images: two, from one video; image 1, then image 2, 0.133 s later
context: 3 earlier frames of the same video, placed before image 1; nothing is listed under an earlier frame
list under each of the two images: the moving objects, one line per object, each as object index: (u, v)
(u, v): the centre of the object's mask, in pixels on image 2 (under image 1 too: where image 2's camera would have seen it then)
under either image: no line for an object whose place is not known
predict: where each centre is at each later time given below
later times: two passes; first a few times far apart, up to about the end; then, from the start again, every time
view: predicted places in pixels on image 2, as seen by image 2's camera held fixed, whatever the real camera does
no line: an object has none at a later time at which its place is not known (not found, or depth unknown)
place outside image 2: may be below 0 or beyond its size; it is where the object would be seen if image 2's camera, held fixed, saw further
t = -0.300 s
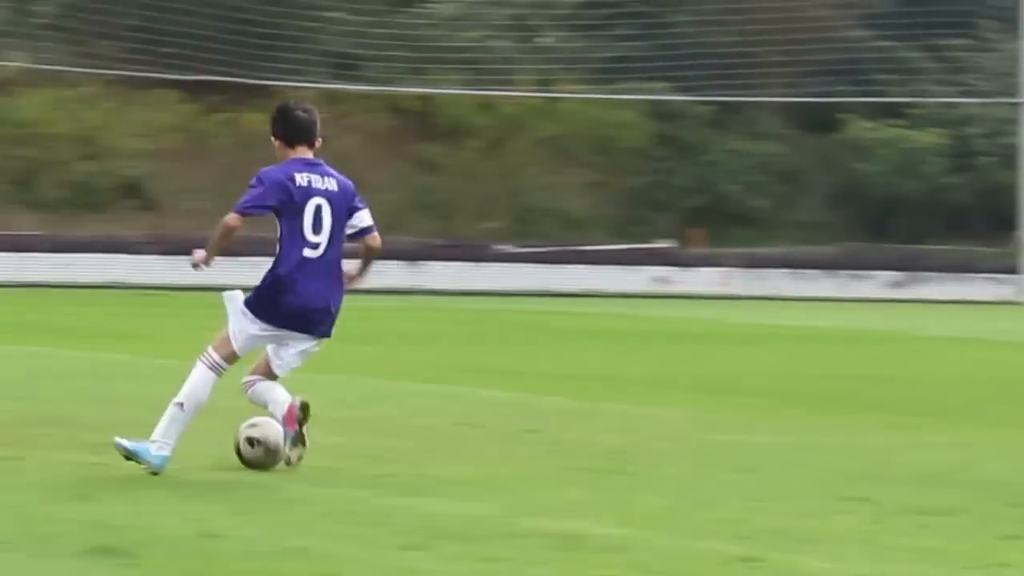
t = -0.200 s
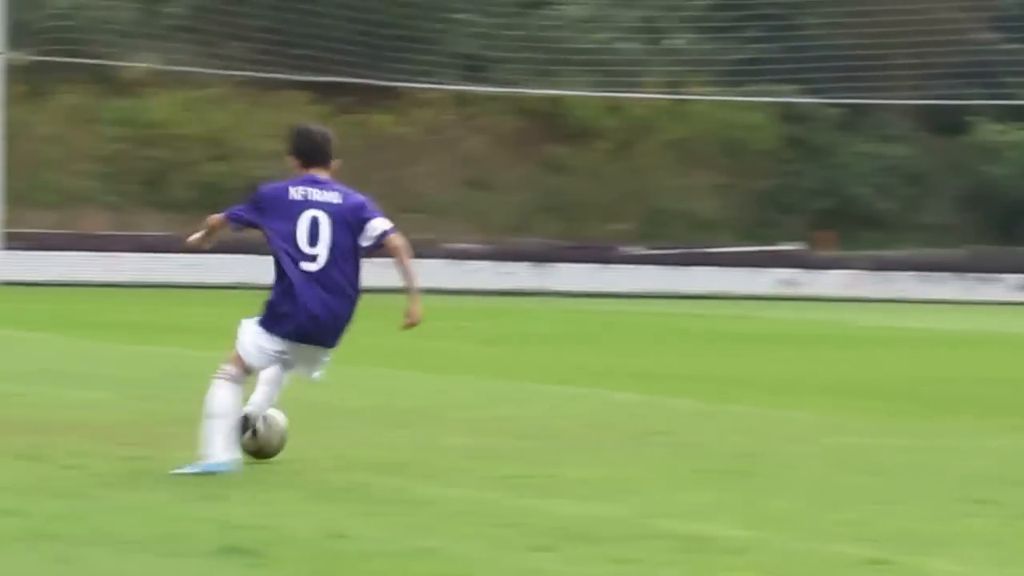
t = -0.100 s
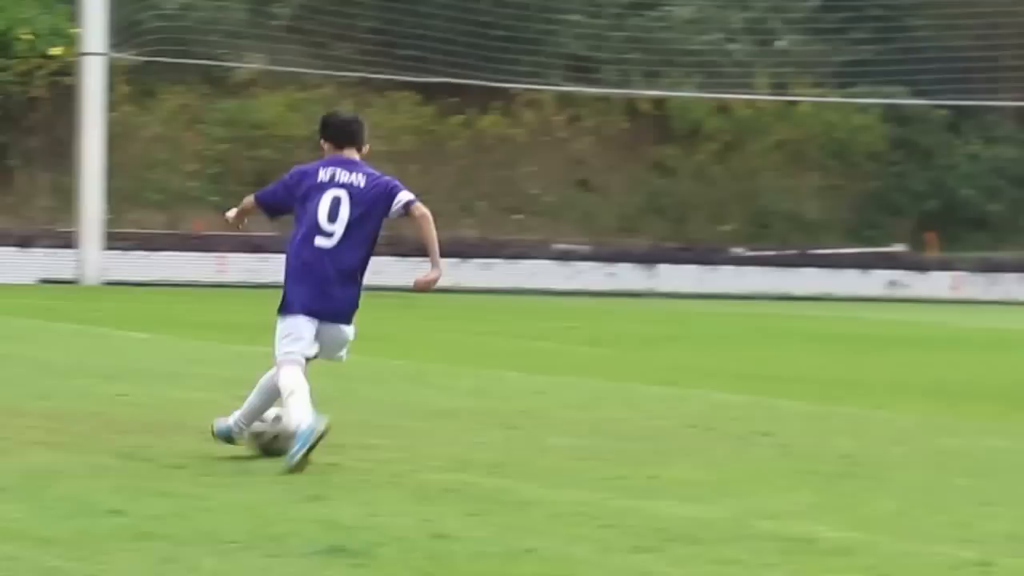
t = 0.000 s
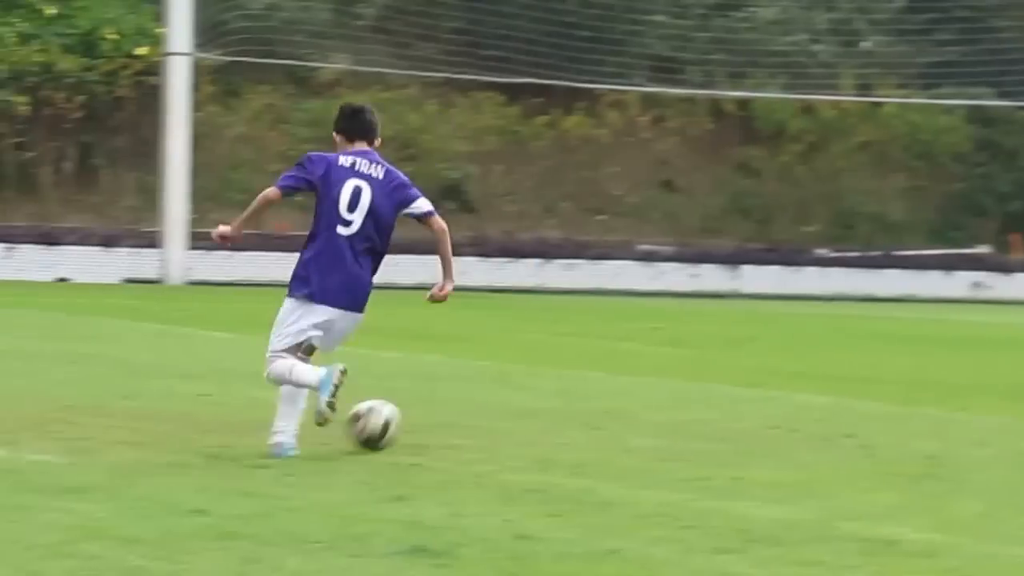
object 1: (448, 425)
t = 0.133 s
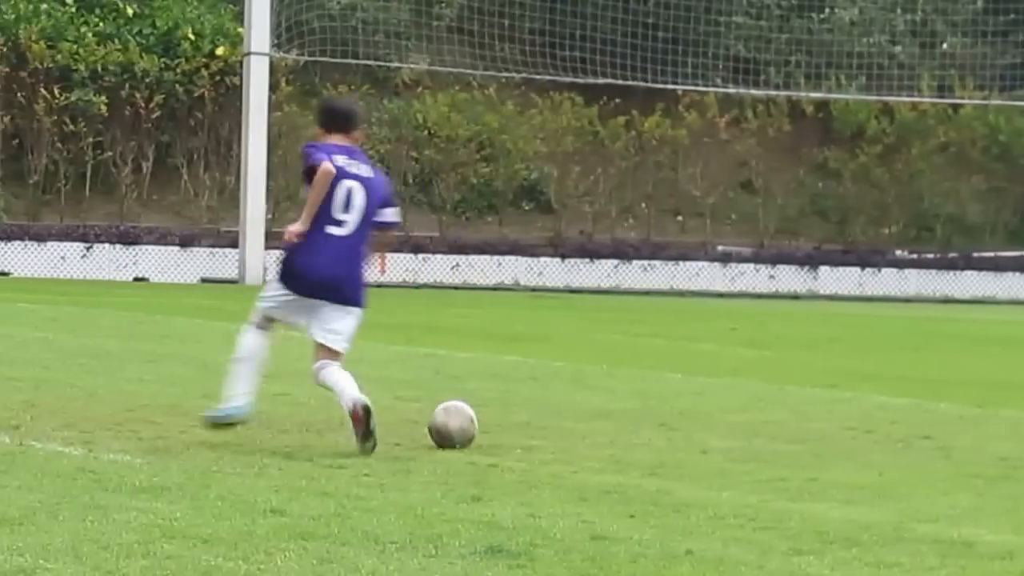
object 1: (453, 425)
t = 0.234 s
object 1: (445, 417)
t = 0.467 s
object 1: (428, 414)
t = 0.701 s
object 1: (408, 407)
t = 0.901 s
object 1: (385, 394)
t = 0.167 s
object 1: (451, 421)
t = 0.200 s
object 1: (449, 418)
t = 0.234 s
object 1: (445, 417)
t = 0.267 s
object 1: (444, 419)
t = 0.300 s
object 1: (441, 418)
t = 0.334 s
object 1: (439, 417)
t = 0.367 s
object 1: (436, 416)
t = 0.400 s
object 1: (433, 415)
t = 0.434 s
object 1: (431, 416)
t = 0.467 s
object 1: (428, 414)
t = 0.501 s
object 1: (426, 413)
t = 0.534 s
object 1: (423, 412)
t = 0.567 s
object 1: (419, 411)
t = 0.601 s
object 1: (417, 408)
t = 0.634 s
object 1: (414, 407)
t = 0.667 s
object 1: (411, 407)
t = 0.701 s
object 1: (408, 407)
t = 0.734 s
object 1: (404, 406)
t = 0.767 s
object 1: (401, 402)
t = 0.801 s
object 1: (397, 396)
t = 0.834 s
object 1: (393, 393)
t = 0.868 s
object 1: (389, 392)
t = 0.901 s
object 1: (385, 394)
